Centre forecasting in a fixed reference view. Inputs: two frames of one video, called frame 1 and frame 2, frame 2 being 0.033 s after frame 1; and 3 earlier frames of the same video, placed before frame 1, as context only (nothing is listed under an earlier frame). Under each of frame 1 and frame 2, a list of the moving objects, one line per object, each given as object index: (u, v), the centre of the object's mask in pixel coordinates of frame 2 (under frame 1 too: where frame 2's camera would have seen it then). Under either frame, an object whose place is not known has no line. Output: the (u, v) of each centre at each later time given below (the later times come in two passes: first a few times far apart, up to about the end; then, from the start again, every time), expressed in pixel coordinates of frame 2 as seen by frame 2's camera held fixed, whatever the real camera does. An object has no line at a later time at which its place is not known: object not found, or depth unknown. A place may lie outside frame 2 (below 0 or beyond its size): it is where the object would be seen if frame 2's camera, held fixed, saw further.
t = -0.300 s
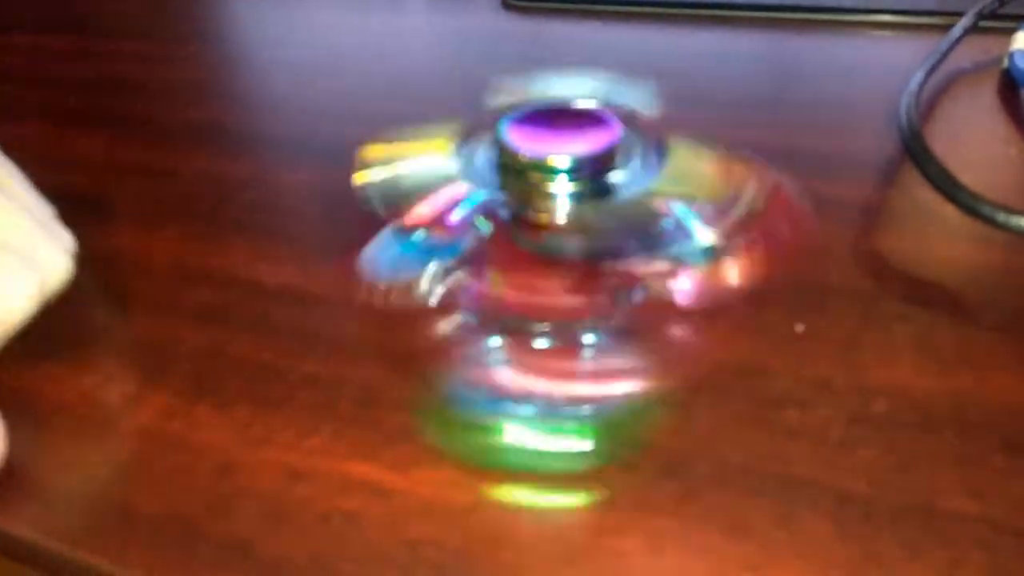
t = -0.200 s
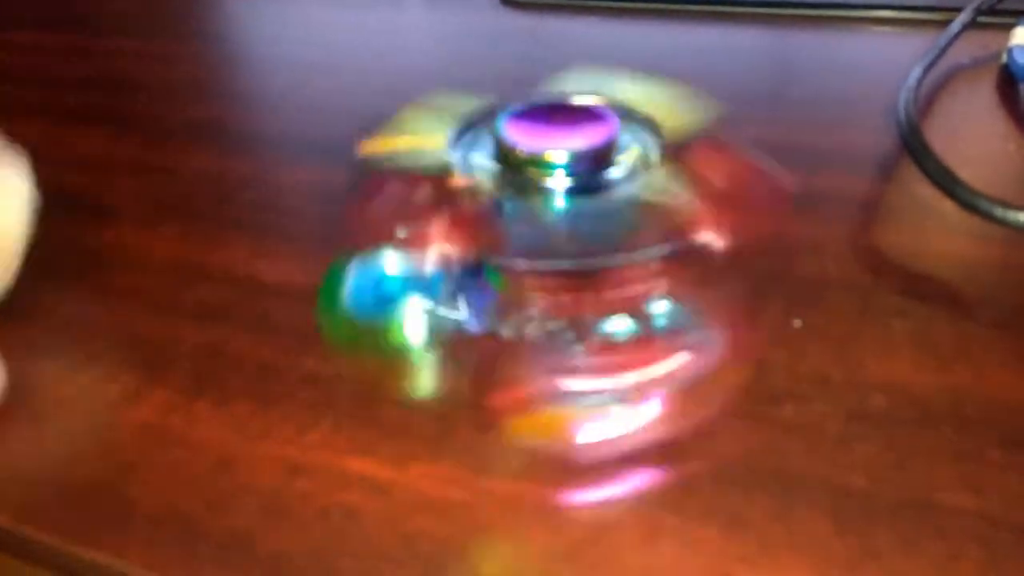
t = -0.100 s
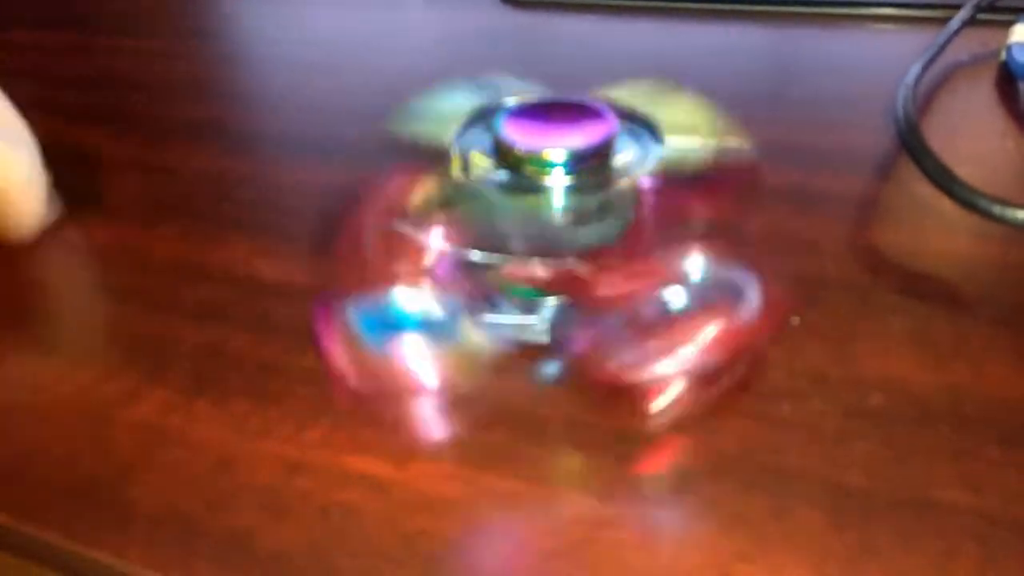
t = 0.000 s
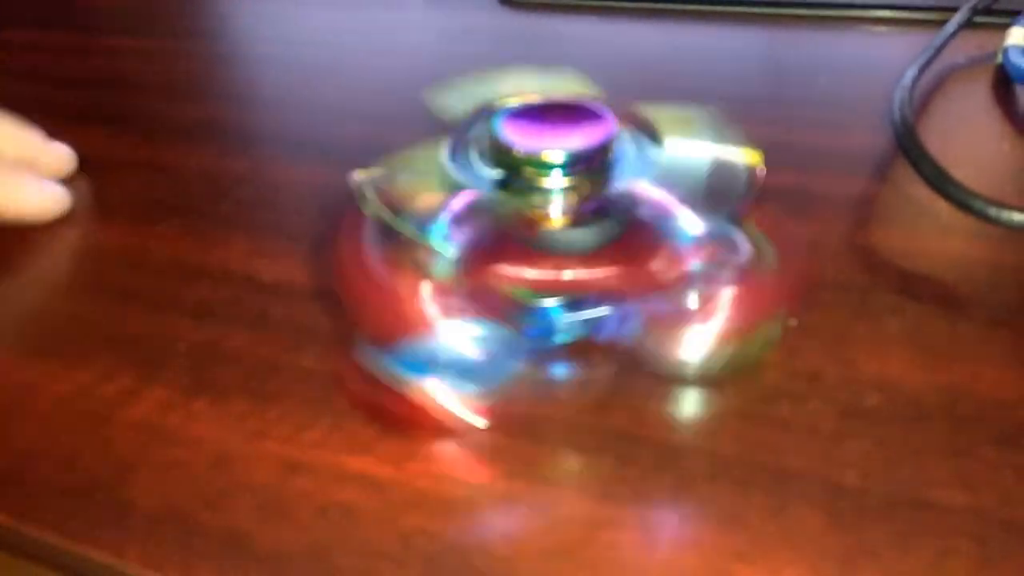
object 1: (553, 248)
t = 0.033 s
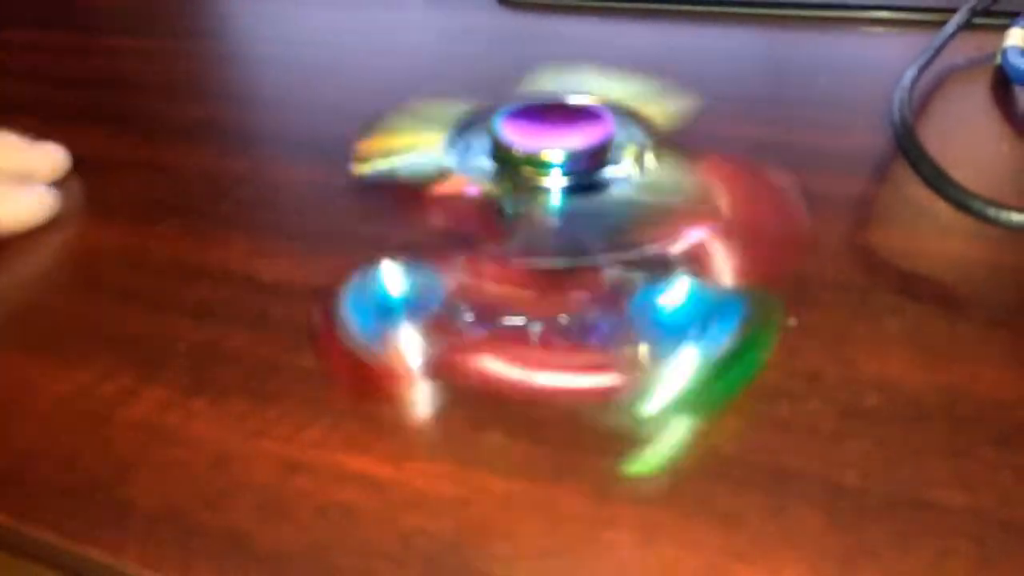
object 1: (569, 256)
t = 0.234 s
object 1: (557, 253)
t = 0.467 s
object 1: (559, 266)
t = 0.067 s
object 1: (564, 260)
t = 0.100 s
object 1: (552, 257)
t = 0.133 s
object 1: (554, 249)
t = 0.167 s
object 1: (556, 254)
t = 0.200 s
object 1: (559, 255)
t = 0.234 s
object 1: (557, 253)
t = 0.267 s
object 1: (546, 245)
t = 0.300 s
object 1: (557, 250)
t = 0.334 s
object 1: (556, 247)
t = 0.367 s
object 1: (565, 247)
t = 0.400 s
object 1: (565, 247)
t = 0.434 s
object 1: (563, 266)
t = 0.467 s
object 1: (559, 266)
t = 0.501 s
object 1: (536, 268)
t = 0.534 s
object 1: (558, 259)
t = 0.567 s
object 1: (540, 262)
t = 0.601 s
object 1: (548, 262)
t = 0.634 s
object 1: (551, 251)
